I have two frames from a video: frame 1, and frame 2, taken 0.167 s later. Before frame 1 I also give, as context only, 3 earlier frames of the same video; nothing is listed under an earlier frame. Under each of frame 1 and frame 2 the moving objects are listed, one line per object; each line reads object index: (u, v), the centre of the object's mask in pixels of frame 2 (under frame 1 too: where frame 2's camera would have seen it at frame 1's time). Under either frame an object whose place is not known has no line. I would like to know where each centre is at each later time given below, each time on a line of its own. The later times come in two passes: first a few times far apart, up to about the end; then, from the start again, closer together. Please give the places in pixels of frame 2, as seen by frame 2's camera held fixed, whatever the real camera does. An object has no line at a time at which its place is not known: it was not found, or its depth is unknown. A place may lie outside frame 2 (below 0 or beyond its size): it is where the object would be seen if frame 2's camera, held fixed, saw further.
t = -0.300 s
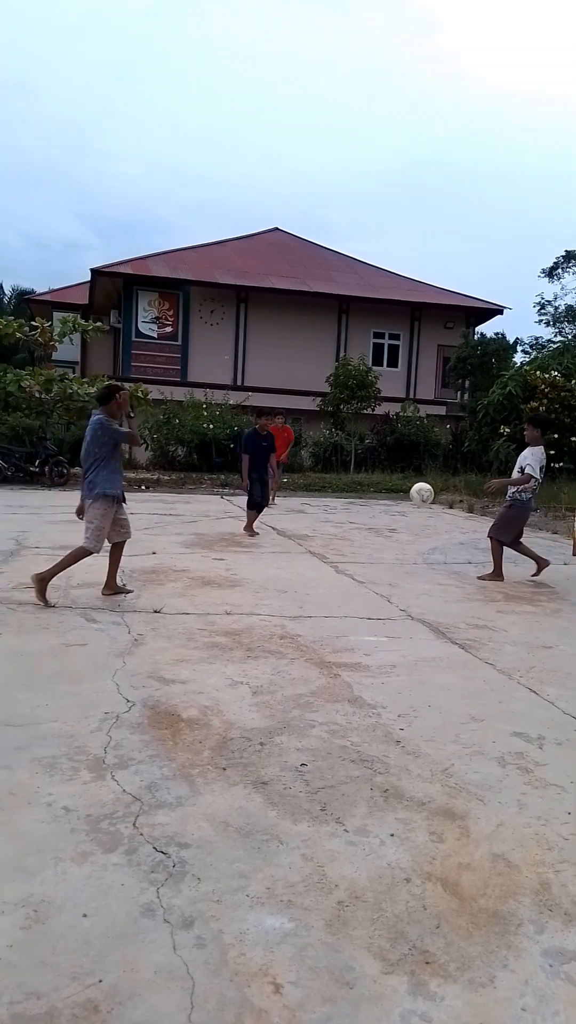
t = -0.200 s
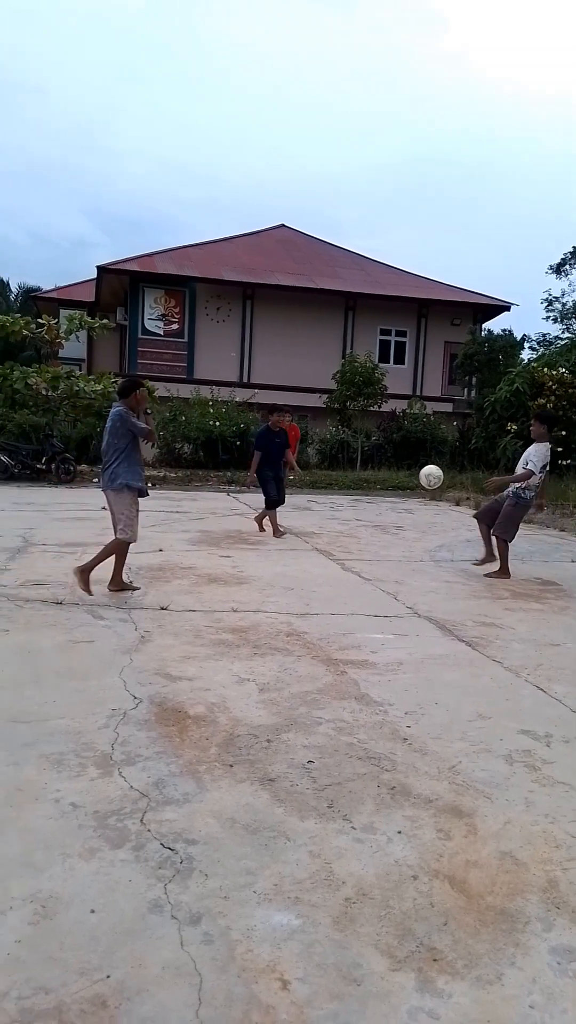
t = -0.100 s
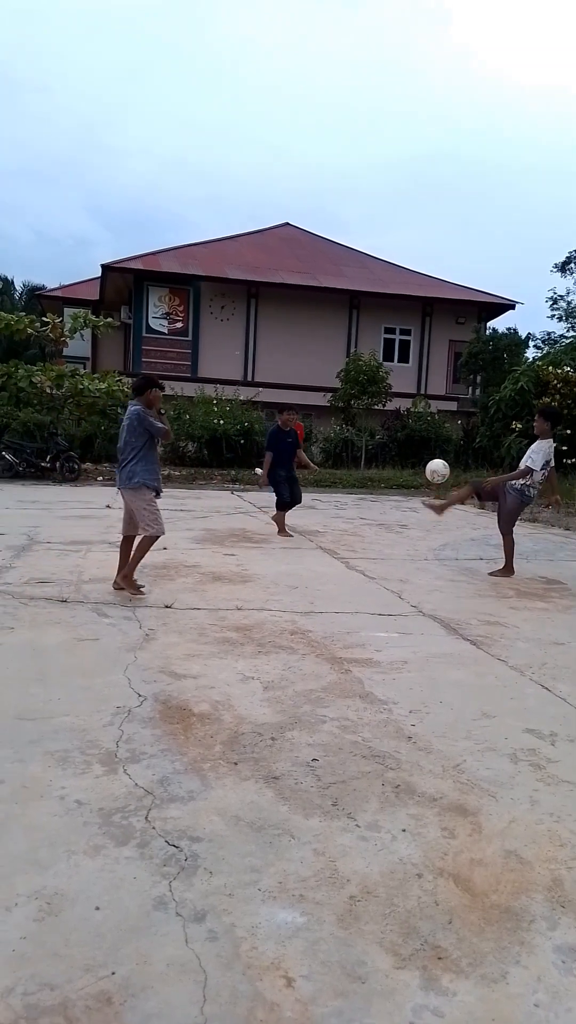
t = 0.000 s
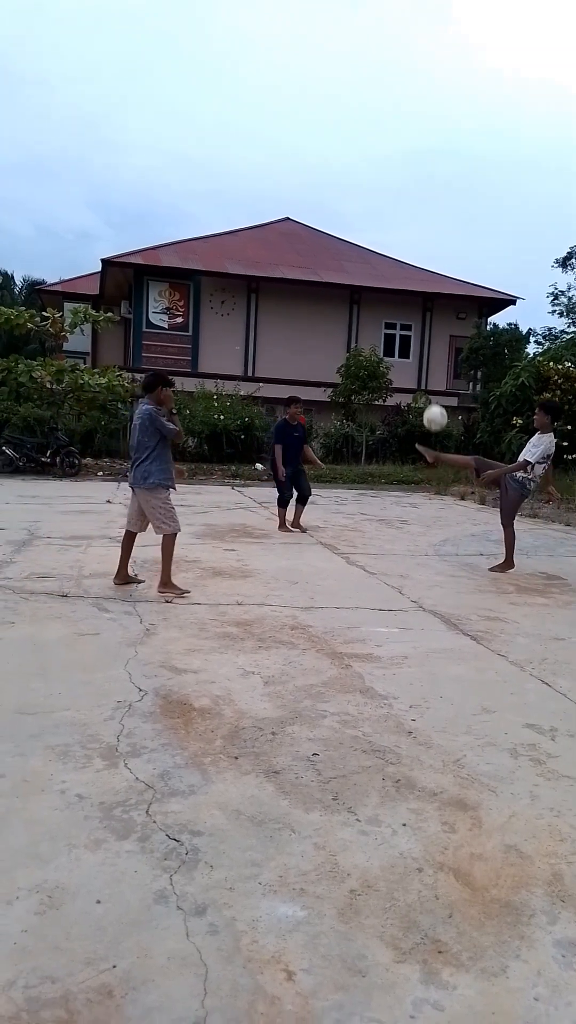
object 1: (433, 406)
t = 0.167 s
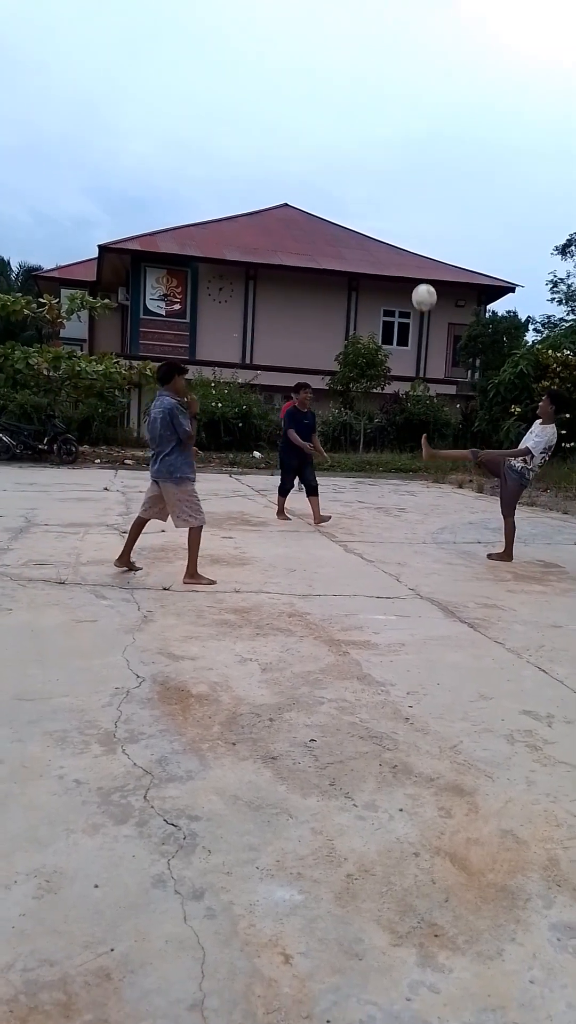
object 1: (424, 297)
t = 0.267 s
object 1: (417, 246)
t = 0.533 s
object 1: (396, 168)
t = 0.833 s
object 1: (367, 179)
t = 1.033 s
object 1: (345, 240)
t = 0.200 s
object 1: (422, 279)
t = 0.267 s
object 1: (417, 246)
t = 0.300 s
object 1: (415, 233)
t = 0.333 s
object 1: (413, 219)
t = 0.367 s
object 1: (410, 207)
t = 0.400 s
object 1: (408, 197)
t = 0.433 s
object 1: (405, 188)
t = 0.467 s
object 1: (402, 180)
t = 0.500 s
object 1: (399, 173)
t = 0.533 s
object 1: (396, 168)
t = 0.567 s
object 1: (394, 164)
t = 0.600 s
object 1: (390, 161)
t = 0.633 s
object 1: (387, 160)
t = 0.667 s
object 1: (384, 160)
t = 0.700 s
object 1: (381, 161)
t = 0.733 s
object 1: (378, 164)
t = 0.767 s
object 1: (374, 167)
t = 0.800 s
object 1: (371, 172)
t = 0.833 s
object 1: (367, 179)
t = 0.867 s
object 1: (364, 186)
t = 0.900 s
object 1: (360, 195)
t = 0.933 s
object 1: (356, 205)
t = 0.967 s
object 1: (352, 216)
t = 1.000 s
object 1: (349, 227)
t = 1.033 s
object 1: (345, 240)
